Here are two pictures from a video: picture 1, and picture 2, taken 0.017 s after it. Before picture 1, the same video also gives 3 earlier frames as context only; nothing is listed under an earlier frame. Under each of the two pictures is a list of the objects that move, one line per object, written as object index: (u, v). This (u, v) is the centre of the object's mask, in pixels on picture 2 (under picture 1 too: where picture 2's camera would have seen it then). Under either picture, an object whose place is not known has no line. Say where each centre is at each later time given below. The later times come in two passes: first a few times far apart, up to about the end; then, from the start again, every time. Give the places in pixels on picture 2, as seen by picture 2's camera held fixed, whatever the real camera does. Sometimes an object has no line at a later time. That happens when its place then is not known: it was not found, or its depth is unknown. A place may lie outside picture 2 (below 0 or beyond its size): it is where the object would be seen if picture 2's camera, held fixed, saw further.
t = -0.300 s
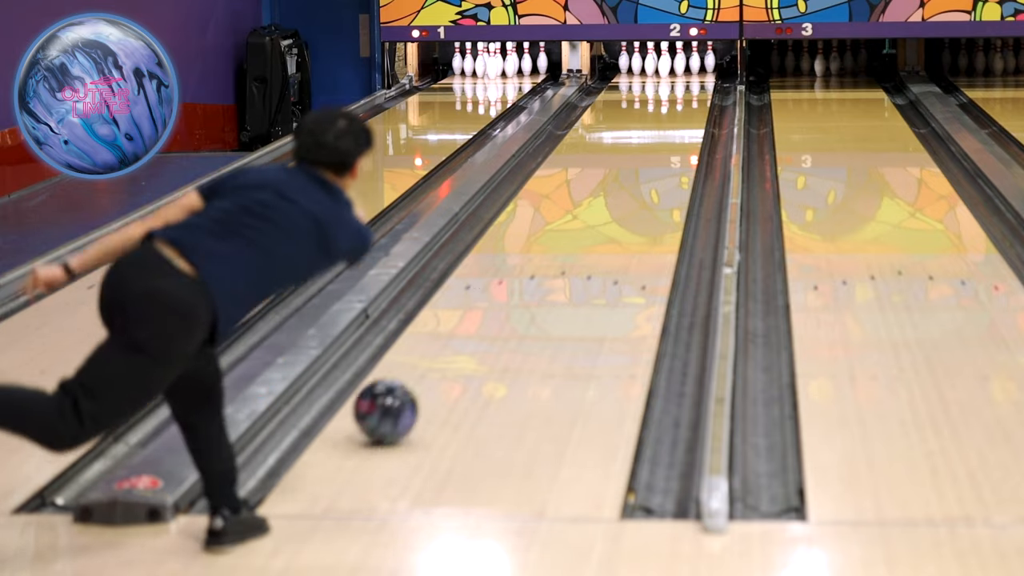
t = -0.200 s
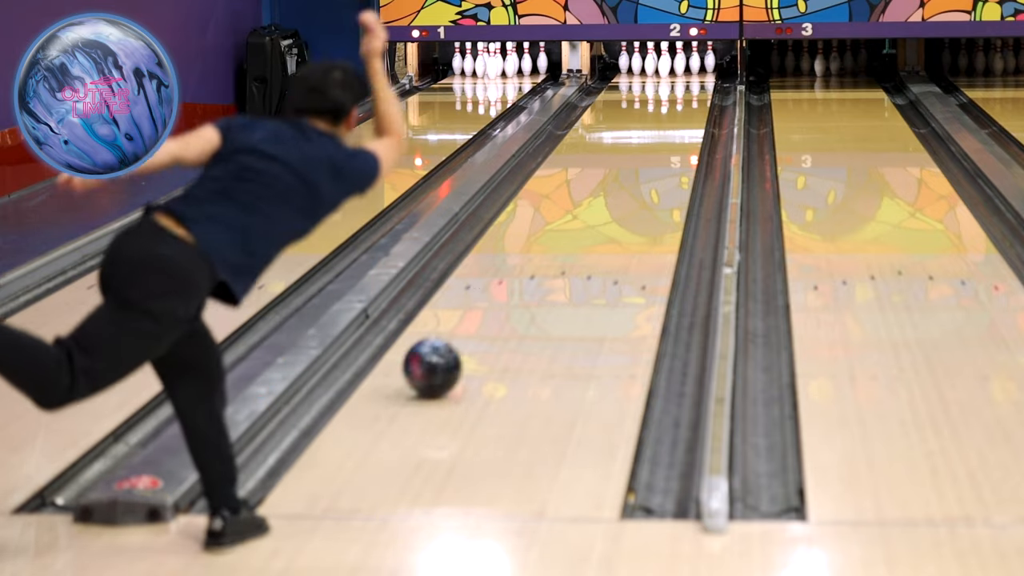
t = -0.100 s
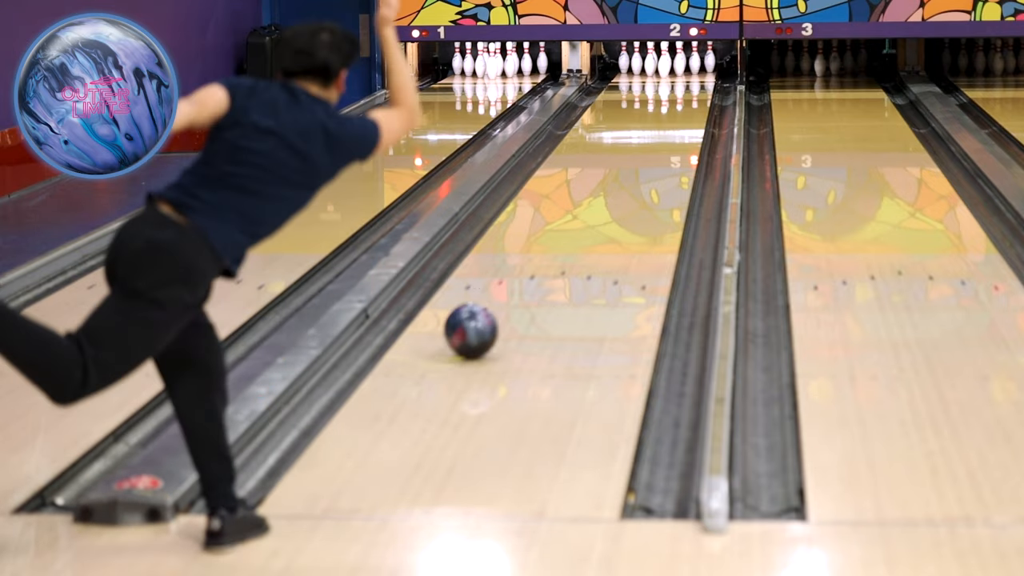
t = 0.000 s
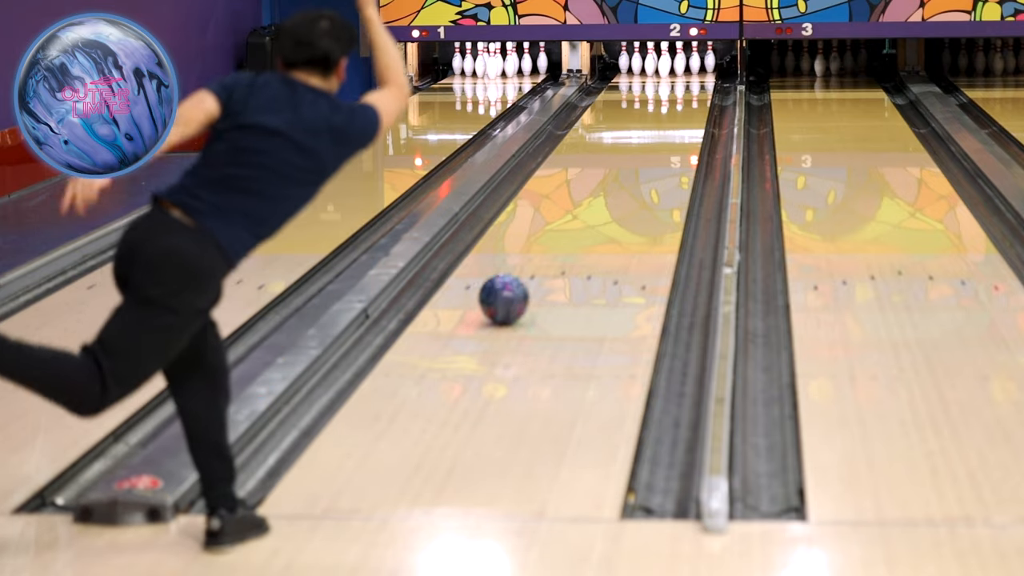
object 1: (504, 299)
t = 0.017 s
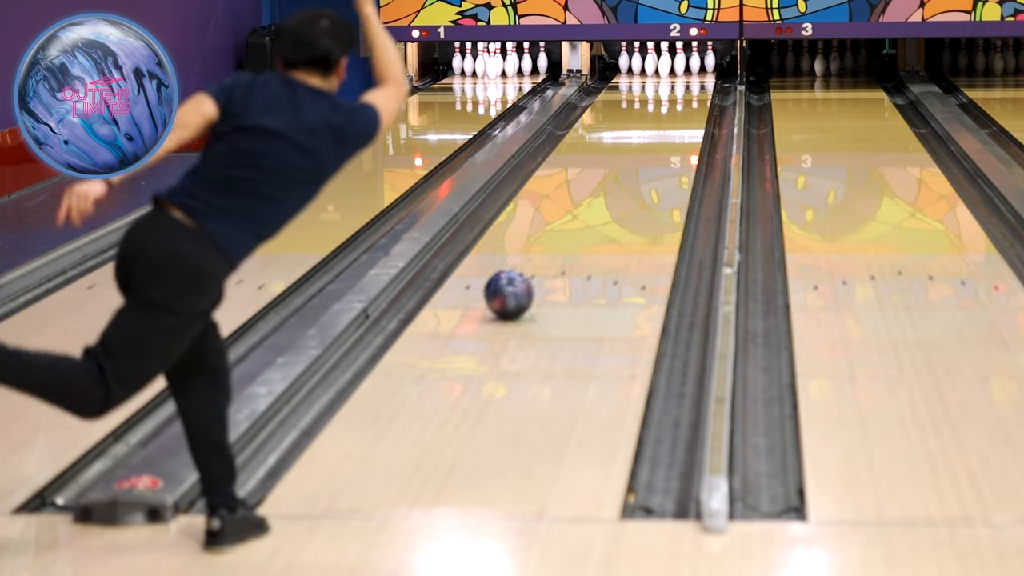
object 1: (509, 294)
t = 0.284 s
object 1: (573, 231)
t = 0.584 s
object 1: (623, 180)
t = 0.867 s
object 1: (656, 146)
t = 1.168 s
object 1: (679, 118)
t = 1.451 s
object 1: (690, 97)
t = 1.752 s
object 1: (685, 80)
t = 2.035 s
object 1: (671, 68)
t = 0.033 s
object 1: (513, 289)
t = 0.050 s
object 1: (518, 285)
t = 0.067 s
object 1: (523, 280)
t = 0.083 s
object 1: (527, 276)
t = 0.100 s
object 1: (531, 272)
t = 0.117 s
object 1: (536, 268)
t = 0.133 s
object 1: (540, 264)
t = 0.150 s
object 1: (544, 259)
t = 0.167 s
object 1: (548, 256)
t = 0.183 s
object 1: (552, 252)
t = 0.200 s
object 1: (556, 248)
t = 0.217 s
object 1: (559, 245)
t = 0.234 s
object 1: (563, 241)
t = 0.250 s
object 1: (566, 238)
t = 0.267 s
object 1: (570, 234)
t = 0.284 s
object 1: (573, 231)
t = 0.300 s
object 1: (577, 228)
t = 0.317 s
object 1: (580, 224)
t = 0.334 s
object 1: (583, 221)
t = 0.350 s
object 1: (586, 218)
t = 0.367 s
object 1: (589, 215)
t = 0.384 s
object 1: (592, 212)
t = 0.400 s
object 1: (595, 209)
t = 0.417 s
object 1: (598, 206)
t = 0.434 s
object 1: (601, 203)
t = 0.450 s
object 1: (603, 201)
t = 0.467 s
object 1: (606, 198)
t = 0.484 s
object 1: (609, 195)
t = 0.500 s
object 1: (611, 193)
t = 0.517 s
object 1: (614, 190)
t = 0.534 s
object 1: (616, 188)
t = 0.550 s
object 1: (619, 185)
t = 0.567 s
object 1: (621, 183)
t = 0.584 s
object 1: (623, 180)
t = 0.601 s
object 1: (626, 178)
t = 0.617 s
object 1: (628, 176)
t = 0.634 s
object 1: (630, 173)
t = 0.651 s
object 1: (632, 171)
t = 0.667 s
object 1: (634, 169)
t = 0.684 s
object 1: (636, 167)
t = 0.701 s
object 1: (638, 165)
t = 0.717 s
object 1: (640, 163)
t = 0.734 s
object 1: (642, 161)
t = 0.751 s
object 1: (644, 159)
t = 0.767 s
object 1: (646, 157)
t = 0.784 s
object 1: (648, 155)
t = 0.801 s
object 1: (650, 153)
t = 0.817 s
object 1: (651, 151)
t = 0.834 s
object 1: (653, 149)
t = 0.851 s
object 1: (655, 147)
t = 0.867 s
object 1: (656, 146)
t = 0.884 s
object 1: (658, 144)
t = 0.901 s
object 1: (659, 142)
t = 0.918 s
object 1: (661, 140)
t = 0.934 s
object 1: (662, 139)
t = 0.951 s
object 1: (664, 137)
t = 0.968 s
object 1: (665, 136)
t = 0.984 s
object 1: (667, 134)
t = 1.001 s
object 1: (668, 132)
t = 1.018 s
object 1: (669, 131)
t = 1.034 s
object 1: (671, 129)
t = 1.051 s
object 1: (672, 128)
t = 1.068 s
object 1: (673, 126)
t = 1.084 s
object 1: (674, 125)
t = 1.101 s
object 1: (675, 123)
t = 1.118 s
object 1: (676, 122)
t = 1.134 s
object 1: (677, 120)
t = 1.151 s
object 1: (678, 119)
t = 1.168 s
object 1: (679, 118)
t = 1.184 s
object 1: (680, 116)
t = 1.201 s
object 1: (681, 115)
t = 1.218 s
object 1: (682, 114)
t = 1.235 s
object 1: (683, 113)
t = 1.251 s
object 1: (683, 111)
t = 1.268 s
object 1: (684, 110)
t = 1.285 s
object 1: (685, 109)
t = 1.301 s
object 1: (686, 108)
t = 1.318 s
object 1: (686, 107)
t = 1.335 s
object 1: (687, 105)
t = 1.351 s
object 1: (687, 104)
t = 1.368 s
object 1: (688, 103)
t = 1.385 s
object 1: (688, 102)
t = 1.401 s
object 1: (689, 101)
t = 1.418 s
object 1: (689, 99)
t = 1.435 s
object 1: (690, 98)
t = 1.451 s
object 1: (690, 97)
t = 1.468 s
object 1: (690, 96)
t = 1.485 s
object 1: (690, 95)
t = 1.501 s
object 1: (691, 94)
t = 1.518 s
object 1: (691, 93)
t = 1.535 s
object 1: (691, 92)
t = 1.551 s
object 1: (691, 91)
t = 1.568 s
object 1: (690, 90)
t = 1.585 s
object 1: (690, 89)
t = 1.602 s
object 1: (690, 88)
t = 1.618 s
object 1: (690, 87)
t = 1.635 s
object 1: (689, 86)
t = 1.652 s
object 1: (689, 85)
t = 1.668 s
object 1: (688, 84)
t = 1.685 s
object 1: (688, 84)
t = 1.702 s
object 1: (687, 83)
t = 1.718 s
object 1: (687, 82)
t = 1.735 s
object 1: (686, 81)
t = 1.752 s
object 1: (685, 80)
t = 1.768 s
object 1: (684, 79)
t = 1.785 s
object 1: (683, 79)
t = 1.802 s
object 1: (682, 78)
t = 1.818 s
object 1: (681, 77)
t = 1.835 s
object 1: (680, 76)
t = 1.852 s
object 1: (680, 76)
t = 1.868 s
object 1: (679, 75)
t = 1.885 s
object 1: (678, 74)
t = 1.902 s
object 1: (677, 74)
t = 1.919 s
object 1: (676, 73)
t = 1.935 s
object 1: (675, 72)
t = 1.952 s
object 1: (674, 71)
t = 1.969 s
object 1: (673, 71)
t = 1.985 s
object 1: (673, 70)
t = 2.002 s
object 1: (672, 69)
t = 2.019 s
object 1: (671, 69)
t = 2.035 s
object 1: (671, 68)
